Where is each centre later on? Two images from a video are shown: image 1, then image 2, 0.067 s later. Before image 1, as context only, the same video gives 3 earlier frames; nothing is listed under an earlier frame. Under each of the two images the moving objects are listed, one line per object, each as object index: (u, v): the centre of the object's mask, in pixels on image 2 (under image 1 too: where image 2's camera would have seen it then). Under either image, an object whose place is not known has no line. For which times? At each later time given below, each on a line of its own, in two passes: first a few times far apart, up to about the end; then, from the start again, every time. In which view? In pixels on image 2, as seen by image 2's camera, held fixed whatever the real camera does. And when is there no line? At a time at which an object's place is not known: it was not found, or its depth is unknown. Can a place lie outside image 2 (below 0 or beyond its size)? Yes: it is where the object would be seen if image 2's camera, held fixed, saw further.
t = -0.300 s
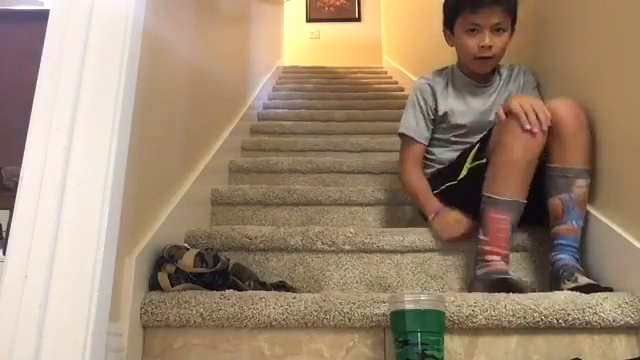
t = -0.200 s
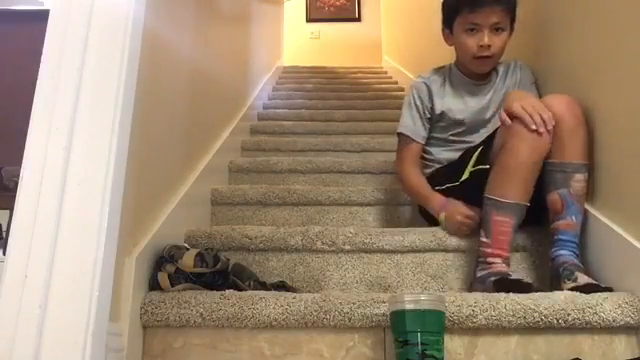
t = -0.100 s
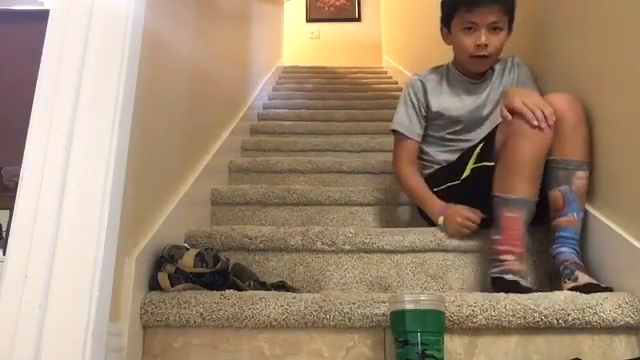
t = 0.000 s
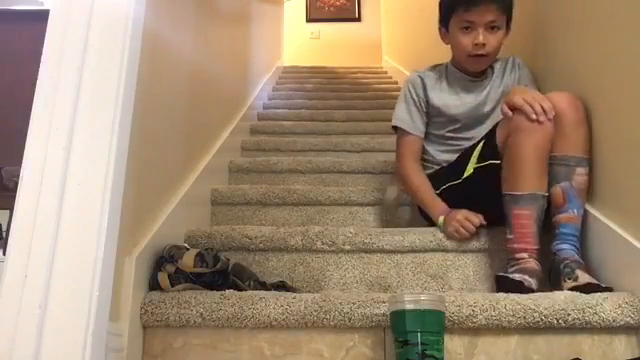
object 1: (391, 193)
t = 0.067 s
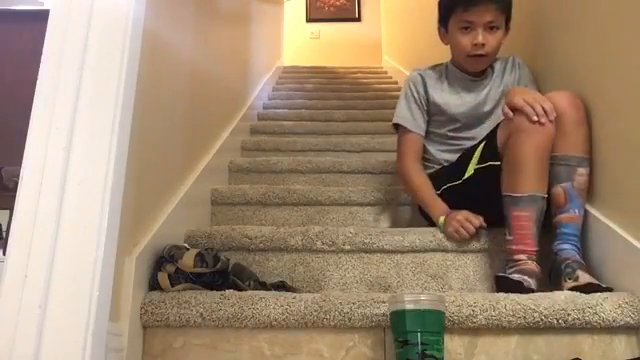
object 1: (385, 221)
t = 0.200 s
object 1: (377, 214)
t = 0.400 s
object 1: (371, 221)
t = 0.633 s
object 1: (364, 220)
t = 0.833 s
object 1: (362, 283)
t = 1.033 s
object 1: (364, 286)
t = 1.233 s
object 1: (376, 285)
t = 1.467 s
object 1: (389, 284)
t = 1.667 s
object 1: (392, 283)
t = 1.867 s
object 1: (398, 284)
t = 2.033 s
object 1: (411, 300)
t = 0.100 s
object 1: (380, 224)
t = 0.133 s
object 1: (379, 220)
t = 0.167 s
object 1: (377, 217)
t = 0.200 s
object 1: (377, 214)
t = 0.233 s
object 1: (375, 216)
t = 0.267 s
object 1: (375, 220)
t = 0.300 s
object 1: (374, 222)
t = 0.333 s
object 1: (373, 220)
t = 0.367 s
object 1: (372, 221)
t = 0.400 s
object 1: (371, 221)
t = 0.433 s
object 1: (370, 221)
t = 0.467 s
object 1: (370, 220)
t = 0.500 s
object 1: (368, 220)
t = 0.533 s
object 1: (367, 219)
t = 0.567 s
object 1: (365, 219)
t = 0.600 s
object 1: (364, 219)
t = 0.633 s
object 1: (364, 220)
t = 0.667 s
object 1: (363, 225)
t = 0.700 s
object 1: (362, 236)
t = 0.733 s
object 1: (361, 252)
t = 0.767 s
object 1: (361, 267)
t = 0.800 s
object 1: (362, 287)
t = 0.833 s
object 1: (362, 283)
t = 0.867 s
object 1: (361, 278)
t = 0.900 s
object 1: (361, 278)
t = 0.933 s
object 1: (362, 280)
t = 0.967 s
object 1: (362, 287)
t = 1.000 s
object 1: (362, 286)
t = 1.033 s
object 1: (364, 286)
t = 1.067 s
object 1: (366, 287)
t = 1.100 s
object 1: (367, 286)
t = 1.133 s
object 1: (369, 285)
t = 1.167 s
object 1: (371, 285)
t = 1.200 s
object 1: (373, 285)
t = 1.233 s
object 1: (376, 285)
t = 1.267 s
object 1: (379, 285)
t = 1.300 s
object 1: (382, 285)
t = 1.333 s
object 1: (384, 285)
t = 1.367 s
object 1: (386, 284)
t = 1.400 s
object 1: (387, 284)
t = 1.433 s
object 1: (388, 284)
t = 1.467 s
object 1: (389, 284)
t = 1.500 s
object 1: (389, 283)
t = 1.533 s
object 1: (390, 284)
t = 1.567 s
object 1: (390, 284)
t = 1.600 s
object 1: (391, 284)
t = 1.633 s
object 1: (391, 283)
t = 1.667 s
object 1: (392, 283)
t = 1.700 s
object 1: (392, 283)
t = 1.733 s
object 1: (393, 283)
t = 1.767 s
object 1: (395, 283)
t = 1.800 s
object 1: (396, 283)
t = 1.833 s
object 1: (397, 283)
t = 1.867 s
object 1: (398, 284)
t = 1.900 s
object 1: (398, 284)
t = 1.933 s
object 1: (400, 286)
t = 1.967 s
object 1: (402, 288)
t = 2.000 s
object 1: (405, 293)
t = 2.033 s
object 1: (411, 300)
